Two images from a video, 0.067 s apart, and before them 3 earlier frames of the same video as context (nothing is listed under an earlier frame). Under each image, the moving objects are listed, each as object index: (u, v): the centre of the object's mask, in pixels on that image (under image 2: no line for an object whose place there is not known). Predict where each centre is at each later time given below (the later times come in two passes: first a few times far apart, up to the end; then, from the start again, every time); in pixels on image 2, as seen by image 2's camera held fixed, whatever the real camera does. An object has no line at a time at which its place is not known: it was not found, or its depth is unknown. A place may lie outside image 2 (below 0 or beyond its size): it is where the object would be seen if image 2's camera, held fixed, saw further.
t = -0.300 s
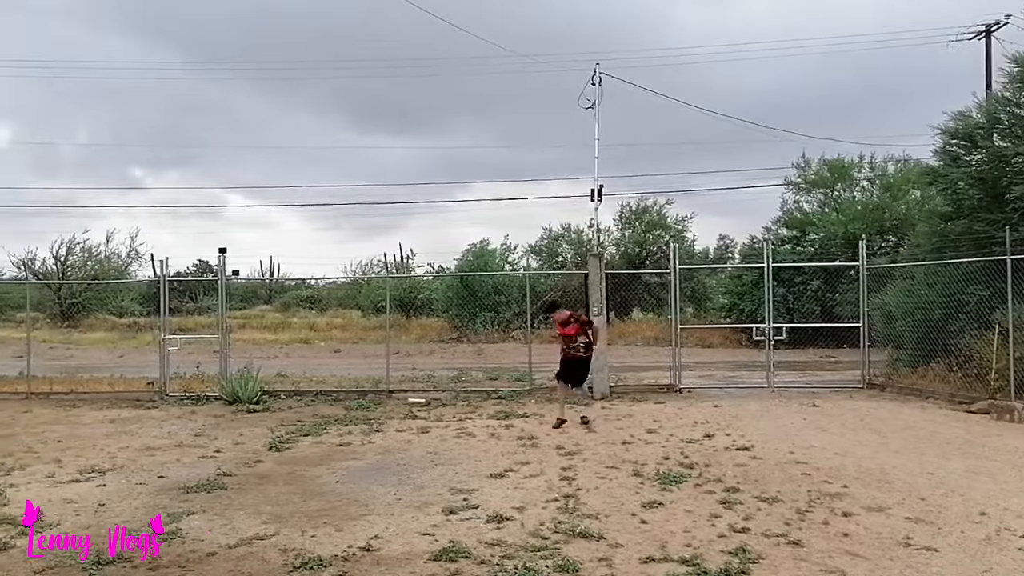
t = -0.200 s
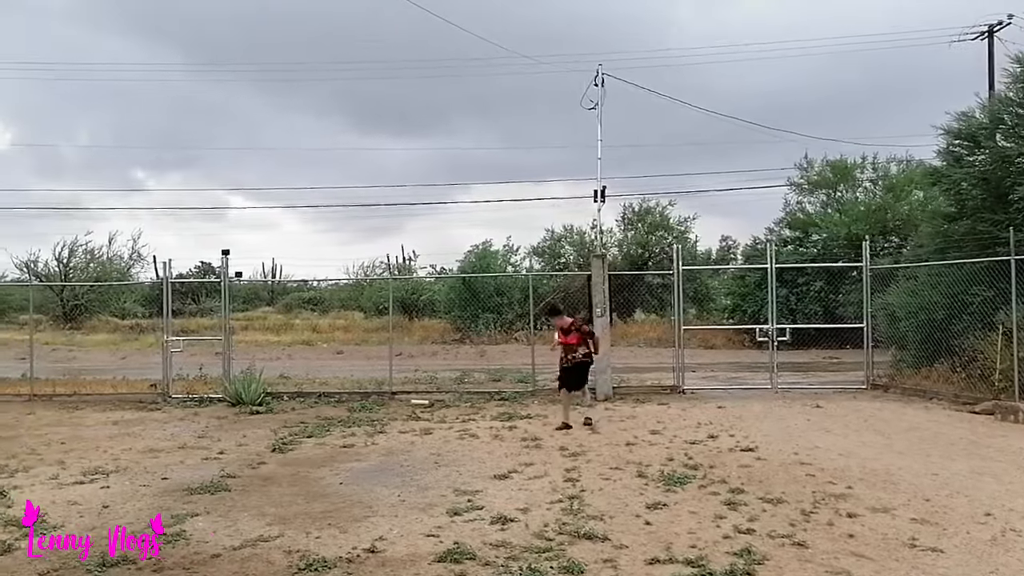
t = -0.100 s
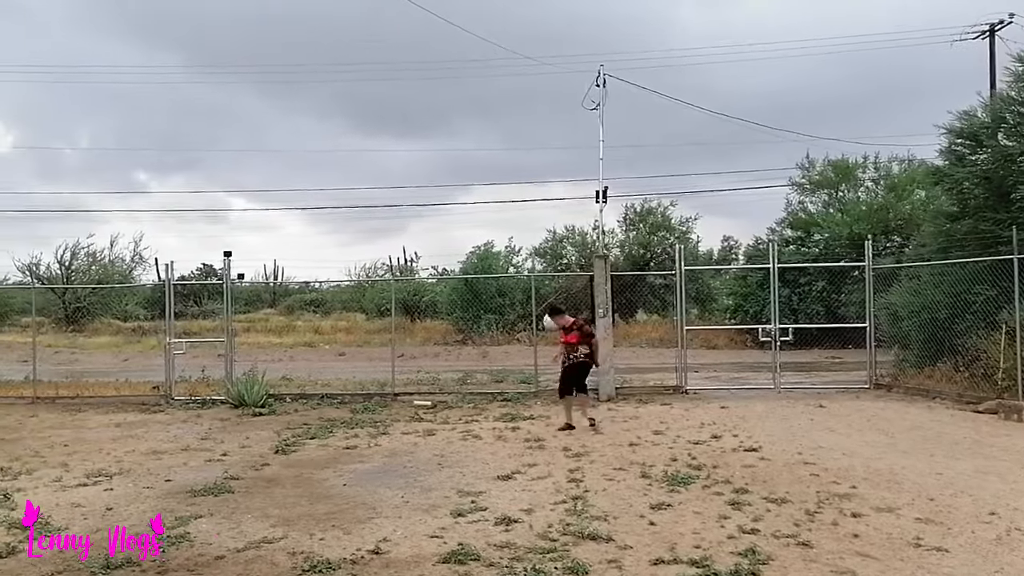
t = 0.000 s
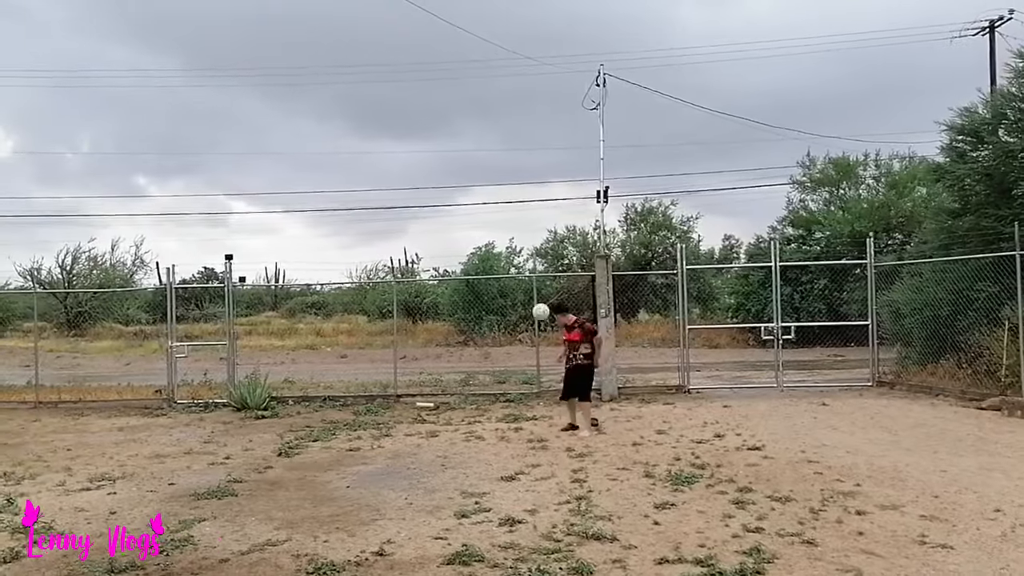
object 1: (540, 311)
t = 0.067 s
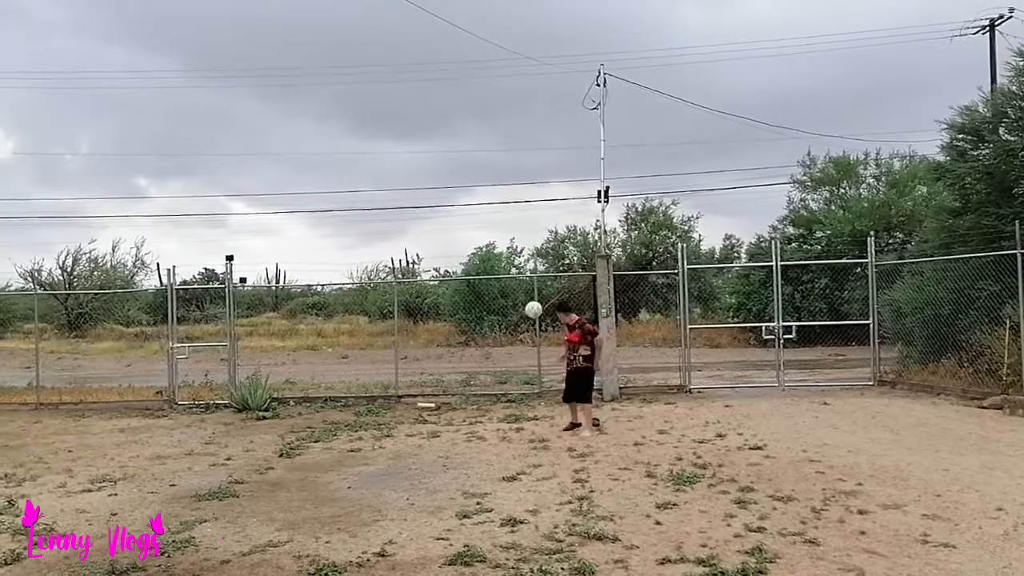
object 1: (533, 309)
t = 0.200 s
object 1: (517, 314)
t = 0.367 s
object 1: (497, 338)
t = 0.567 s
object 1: (477, 391)
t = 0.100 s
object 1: (529, 309)
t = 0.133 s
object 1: (525, 310)
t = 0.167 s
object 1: (521, 311)
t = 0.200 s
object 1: (517, 314)
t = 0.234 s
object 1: (512, 317)
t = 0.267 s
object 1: (509, 321)
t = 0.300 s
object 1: (504, 325)
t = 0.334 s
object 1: (501, 331)
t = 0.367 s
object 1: (497, 338)
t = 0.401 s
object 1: (493, 344)
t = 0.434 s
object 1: (489, 352)
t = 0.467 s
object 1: (486, 360)
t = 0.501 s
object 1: (483, 370)
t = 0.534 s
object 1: (480, 380)
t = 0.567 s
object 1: (477, 391)
